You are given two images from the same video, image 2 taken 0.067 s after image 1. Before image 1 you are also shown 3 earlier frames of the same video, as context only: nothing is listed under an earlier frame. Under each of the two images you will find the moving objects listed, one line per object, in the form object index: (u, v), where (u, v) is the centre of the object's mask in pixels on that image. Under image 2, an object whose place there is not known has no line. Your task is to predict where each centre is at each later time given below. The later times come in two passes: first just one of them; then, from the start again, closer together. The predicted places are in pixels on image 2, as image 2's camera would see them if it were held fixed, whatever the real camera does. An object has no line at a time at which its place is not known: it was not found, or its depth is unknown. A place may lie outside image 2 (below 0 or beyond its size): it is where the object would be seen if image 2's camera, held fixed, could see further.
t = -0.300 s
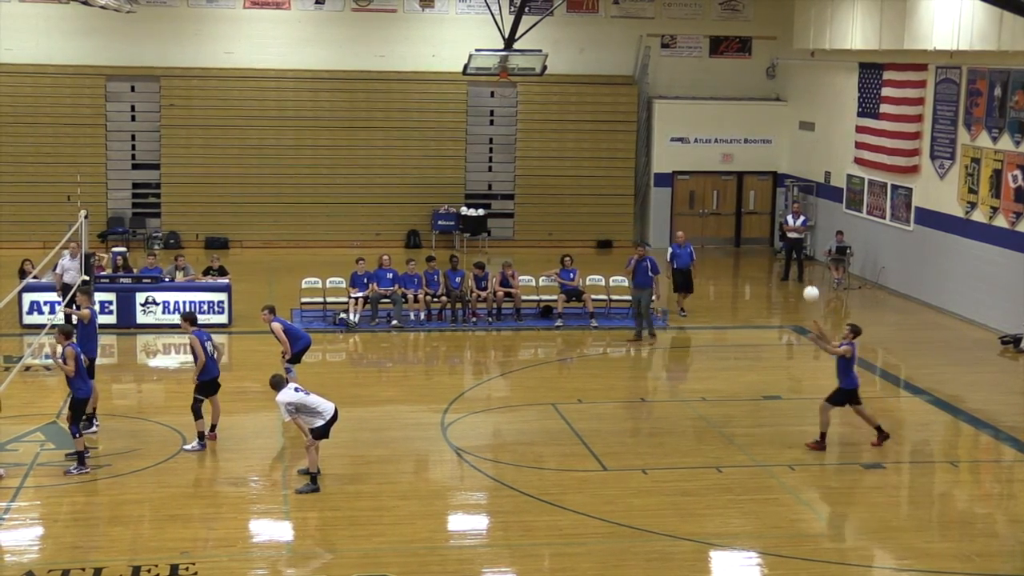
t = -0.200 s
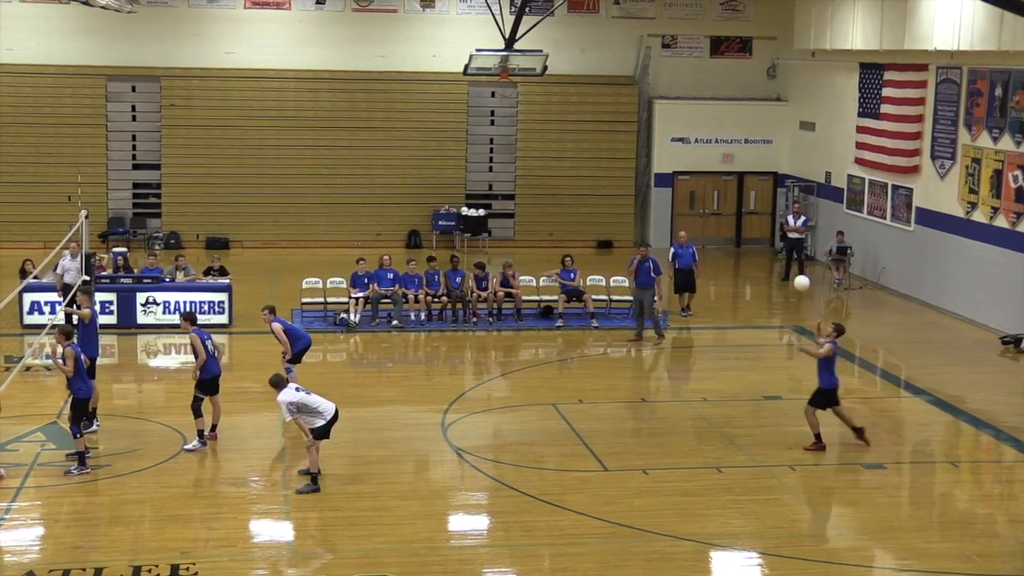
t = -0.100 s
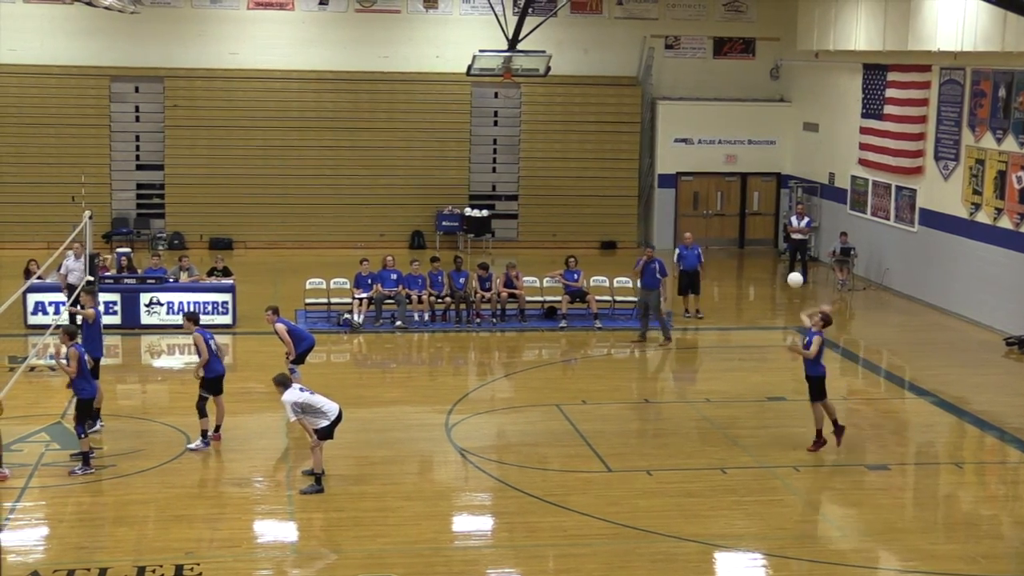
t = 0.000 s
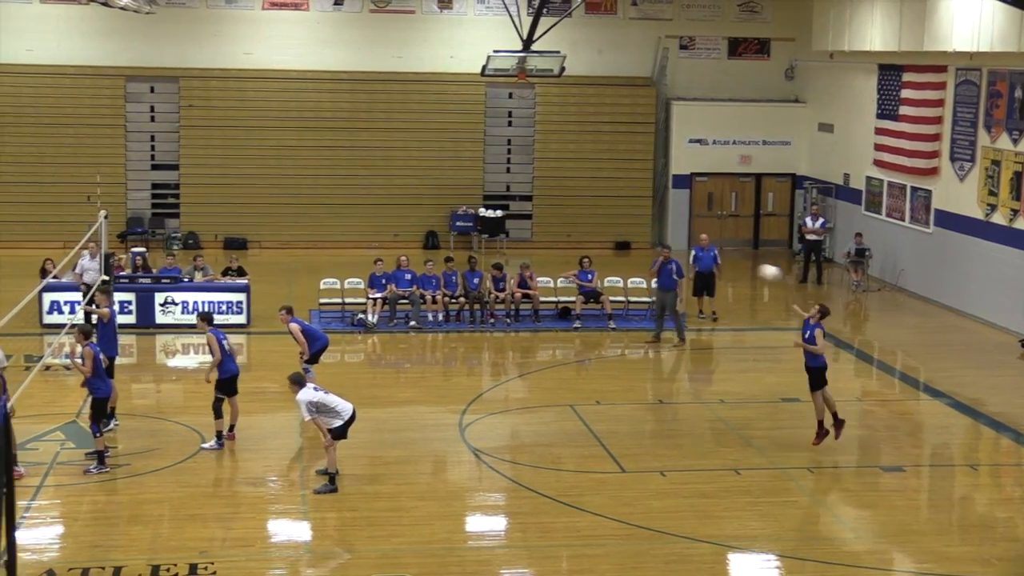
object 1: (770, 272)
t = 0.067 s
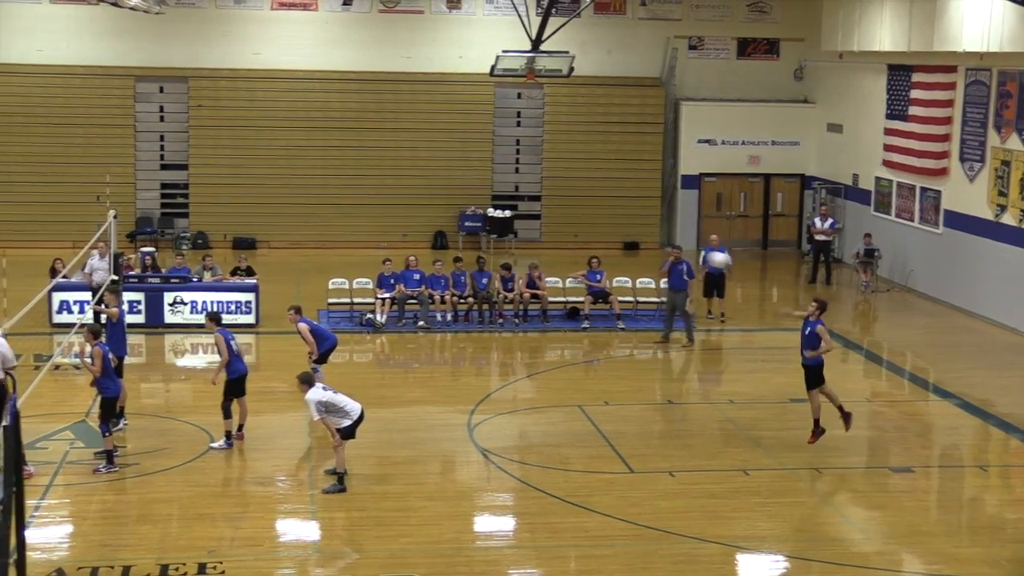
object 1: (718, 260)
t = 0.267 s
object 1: (543, 233)
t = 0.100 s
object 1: (689, 253)
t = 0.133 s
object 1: (659, 248)
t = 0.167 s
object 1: (630, 243)
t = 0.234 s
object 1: (571, 235)
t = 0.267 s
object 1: (543, 233)
